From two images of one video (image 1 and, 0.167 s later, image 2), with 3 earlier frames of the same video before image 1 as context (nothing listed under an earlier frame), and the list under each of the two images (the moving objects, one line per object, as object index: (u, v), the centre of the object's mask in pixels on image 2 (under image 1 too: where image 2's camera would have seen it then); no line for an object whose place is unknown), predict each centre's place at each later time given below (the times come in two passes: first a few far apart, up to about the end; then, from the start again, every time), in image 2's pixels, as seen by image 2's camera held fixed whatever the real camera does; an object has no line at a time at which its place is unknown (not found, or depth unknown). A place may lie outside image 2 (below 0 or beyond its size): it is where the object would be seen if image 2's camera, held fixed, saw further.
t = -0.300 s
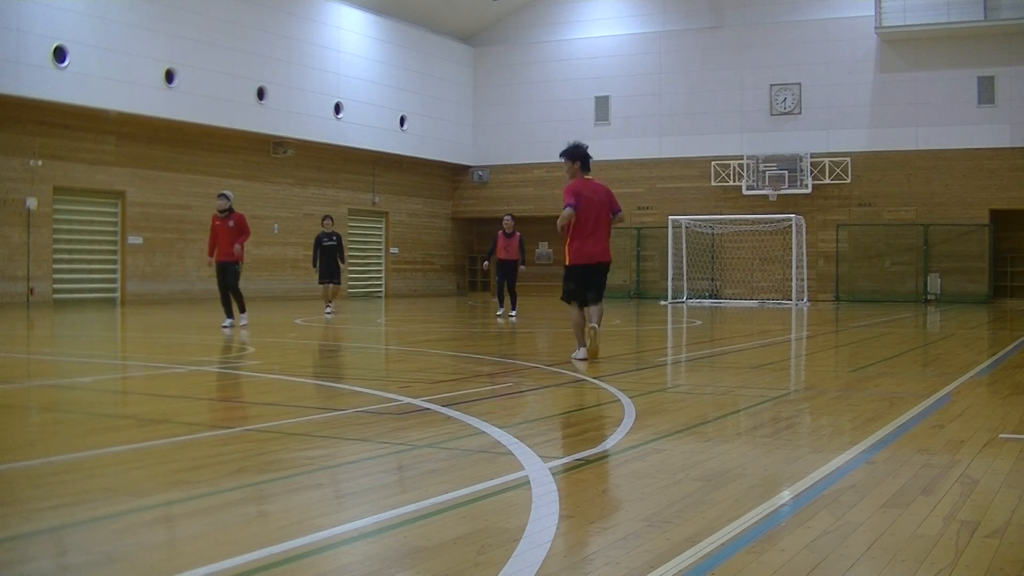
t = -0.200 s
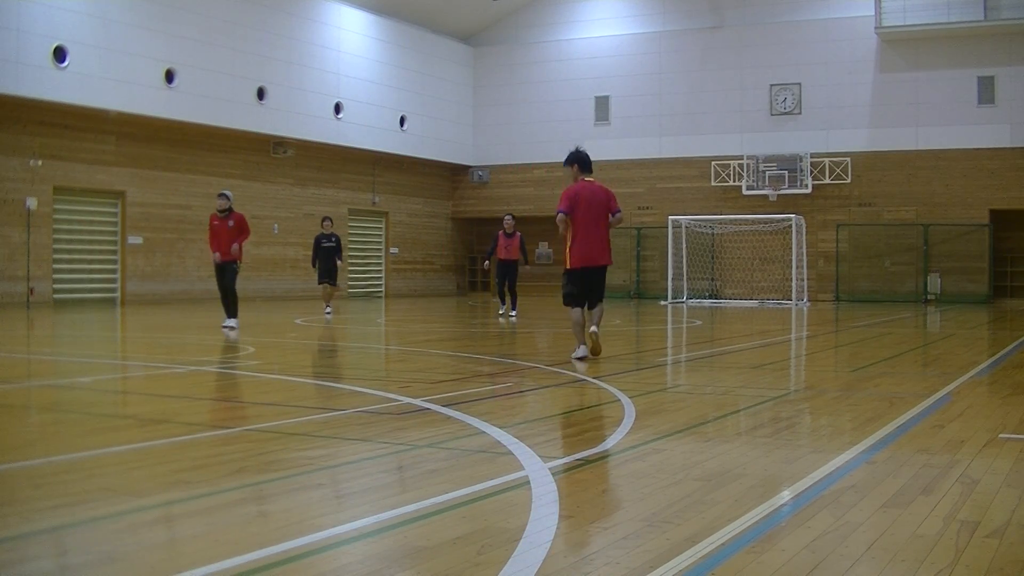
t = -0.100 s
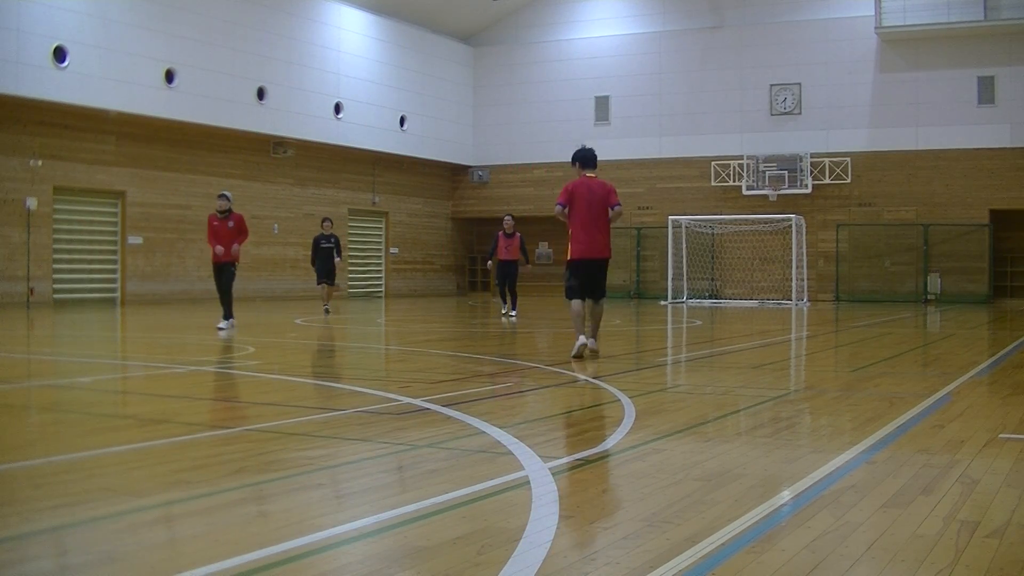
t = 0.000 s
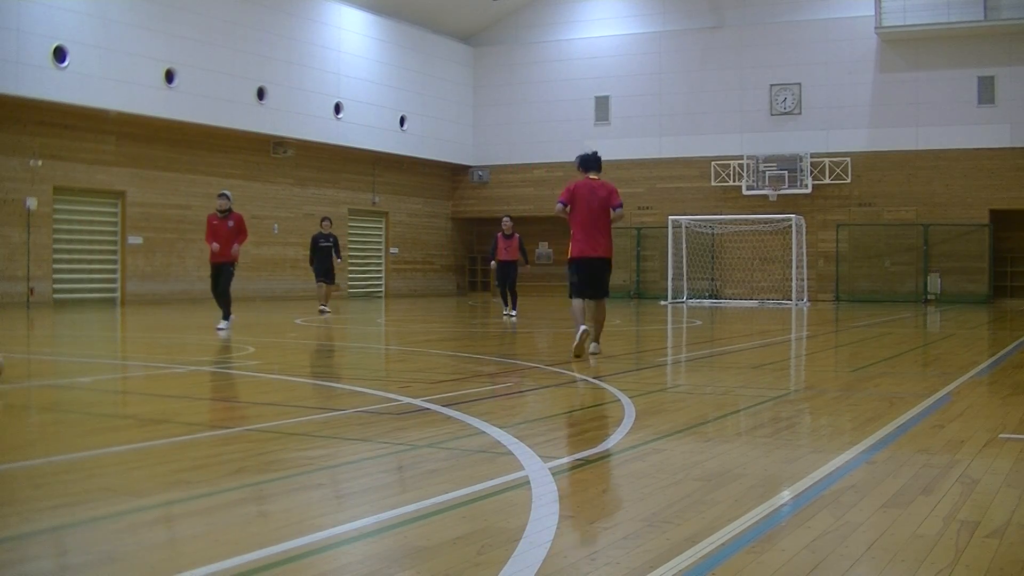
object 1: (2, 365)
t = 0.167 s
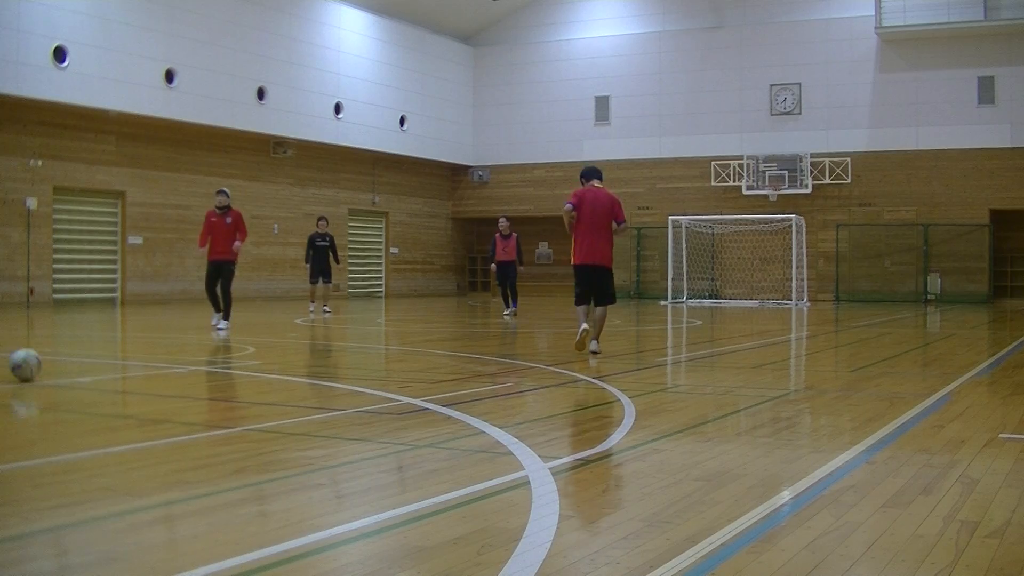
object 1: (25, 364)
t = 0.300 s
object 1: (54, 364)
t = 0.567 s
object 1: (110, 362)
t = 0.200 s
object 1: (32, 365)
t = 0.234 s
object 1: (40, 364)
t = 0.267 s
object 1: (47, 364)
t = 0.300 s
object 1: (54, 364)
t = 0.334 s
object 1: (60, 363)
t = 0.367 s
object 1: (67, 363)
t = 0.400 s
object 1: (75, 363)
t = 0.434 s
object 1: (83, 363)
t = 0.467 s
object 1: (89, 363)
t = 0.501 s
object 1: (96, 363)
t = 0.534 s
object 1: (102, 362)
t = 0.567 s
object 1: (110, 362)
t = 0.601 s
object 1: (117, 362)
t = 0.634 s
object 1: (124, 362)
